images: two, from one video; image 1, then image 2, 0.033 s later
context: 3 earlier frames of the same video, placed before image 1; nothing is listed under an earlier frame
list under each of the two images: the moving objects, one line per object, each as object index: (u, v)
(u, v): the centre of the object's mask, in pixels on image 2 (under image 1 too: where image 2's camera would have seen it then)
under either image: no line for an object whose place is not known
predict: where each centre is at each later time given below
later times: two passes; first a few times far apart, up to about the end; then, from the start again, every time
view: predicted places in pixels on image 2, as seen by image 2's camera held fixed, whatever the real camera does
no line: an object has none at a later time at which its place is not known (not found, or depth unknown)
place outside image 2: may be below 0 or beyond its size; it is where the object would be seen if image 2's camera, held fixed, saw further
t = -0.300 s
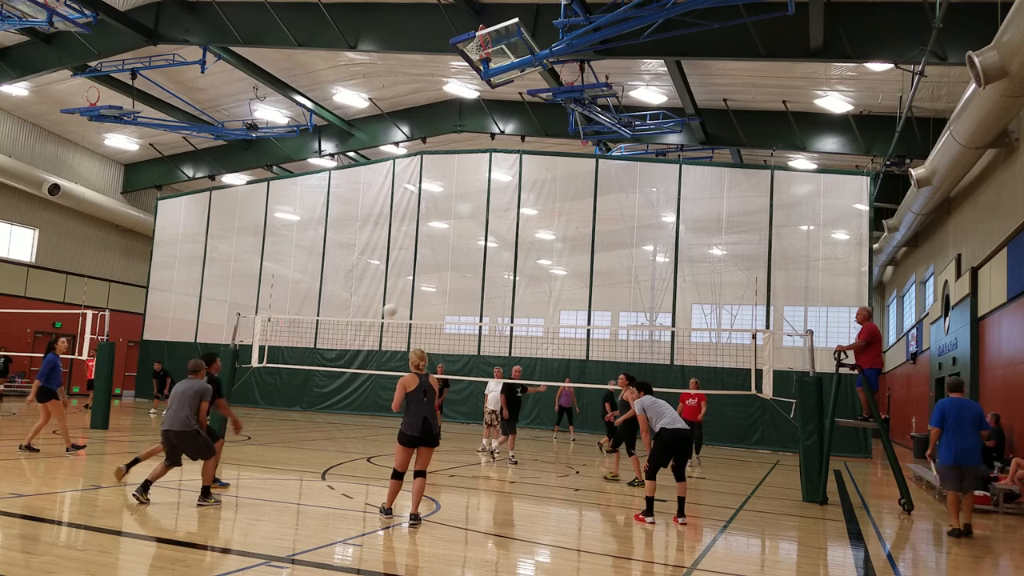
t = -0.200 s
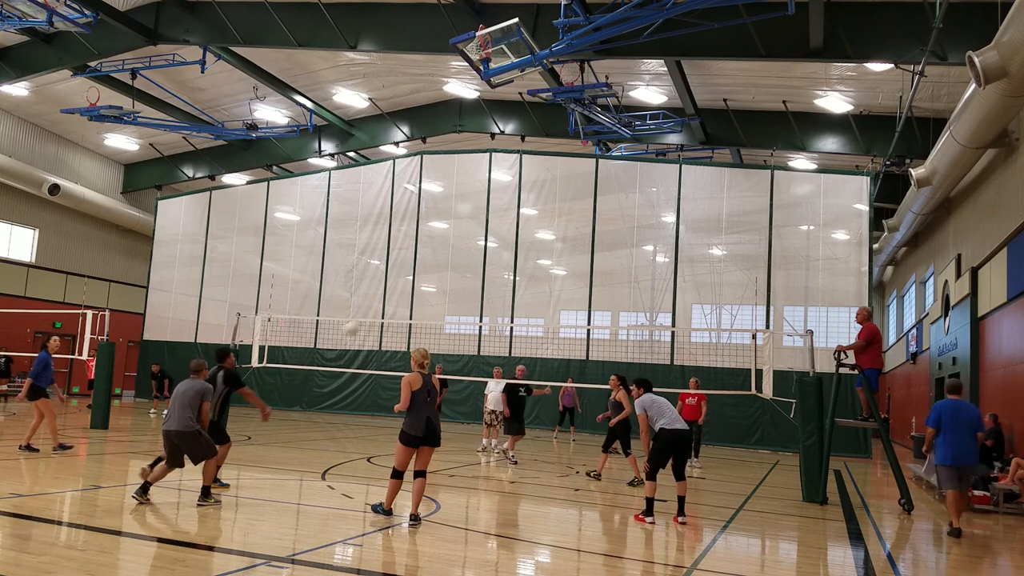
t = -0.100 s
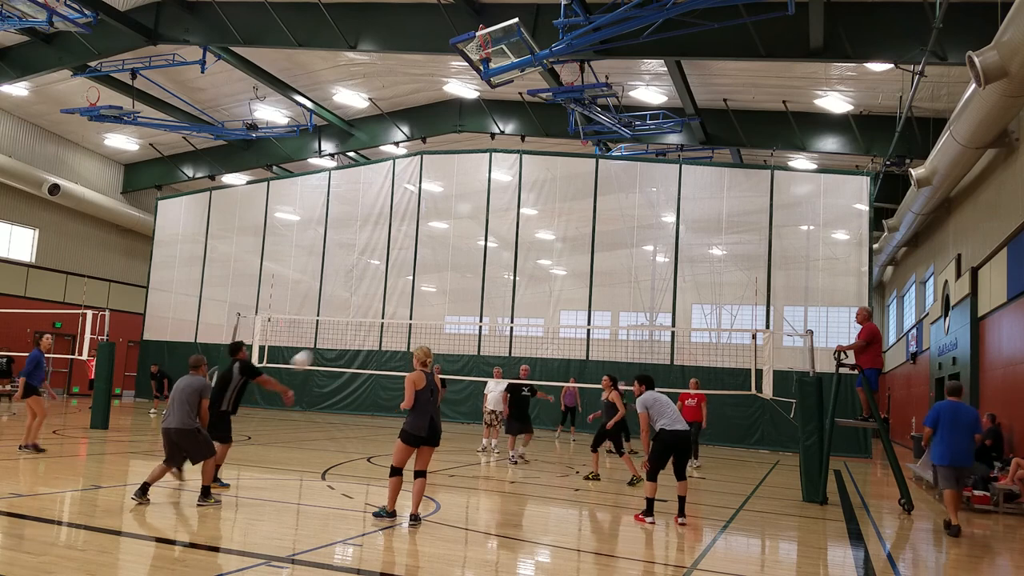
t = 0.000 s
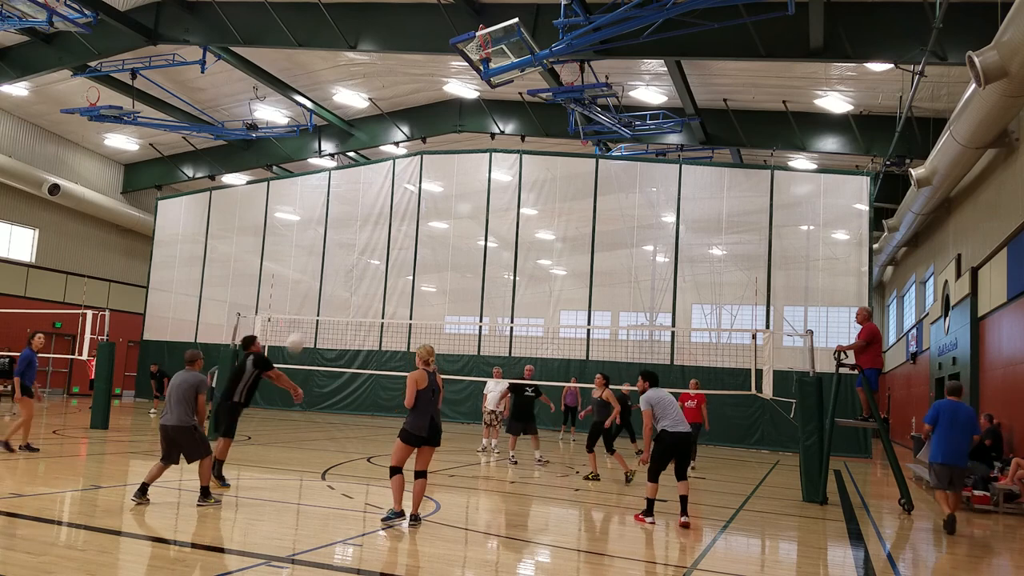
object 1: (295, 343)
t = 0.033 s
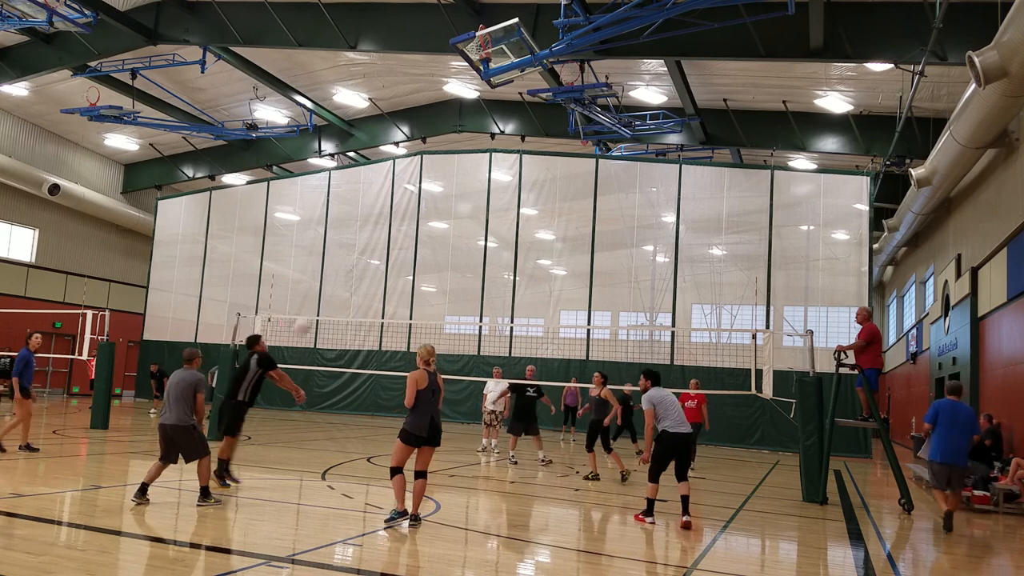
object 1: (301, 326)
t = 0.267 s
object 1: (347, 240)
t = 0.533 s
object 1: (385, 193)
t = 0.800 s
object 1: (418, 196)
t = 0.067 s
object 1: (308, 310)
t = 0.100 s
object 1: (316, 297)
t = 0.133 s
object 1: (323, 283)
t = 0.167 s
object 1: (329, 272)
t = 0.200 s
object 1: (337, 261)
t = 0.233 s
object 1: (340, 249)
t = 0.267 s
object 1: (347, 240)
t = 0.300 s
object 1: (352, 230)
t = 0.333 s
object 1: (357, 224)
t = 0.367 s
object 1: (363, 216)
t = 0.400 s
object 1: (368, 210)
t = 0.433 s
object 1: (373, 205)
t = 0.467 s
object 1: (377, 200)
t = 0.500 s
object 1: (381, 196)
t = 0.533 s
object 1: (385, 193)
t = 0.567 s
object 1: (390, 191)
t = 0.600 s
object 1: (395, 189)
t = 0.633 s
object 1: (399, 188)
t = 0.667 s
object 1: (403, 189)
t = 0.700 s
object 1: (407, 190)
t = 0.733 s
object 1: (410, 191)
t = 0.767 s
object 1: (414, 193)
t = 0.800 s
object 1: (418, 196)
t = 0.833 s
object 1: (422, 200)
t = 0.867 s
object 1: (426, 206)
